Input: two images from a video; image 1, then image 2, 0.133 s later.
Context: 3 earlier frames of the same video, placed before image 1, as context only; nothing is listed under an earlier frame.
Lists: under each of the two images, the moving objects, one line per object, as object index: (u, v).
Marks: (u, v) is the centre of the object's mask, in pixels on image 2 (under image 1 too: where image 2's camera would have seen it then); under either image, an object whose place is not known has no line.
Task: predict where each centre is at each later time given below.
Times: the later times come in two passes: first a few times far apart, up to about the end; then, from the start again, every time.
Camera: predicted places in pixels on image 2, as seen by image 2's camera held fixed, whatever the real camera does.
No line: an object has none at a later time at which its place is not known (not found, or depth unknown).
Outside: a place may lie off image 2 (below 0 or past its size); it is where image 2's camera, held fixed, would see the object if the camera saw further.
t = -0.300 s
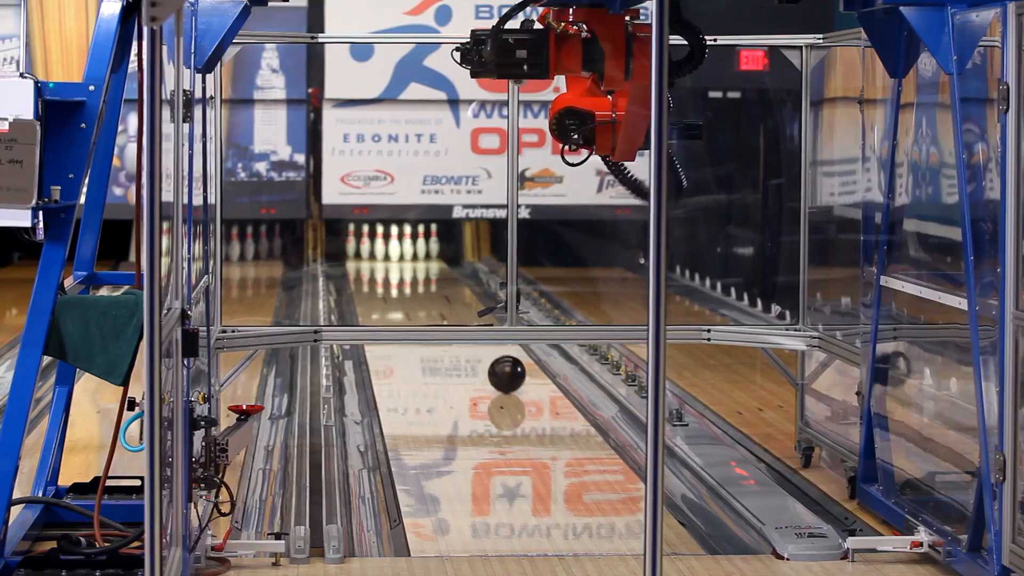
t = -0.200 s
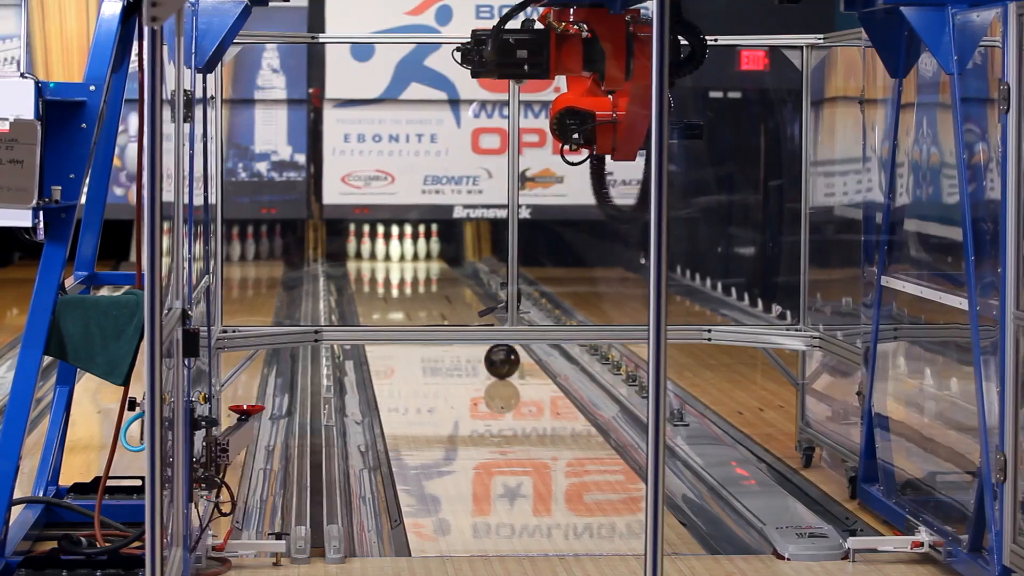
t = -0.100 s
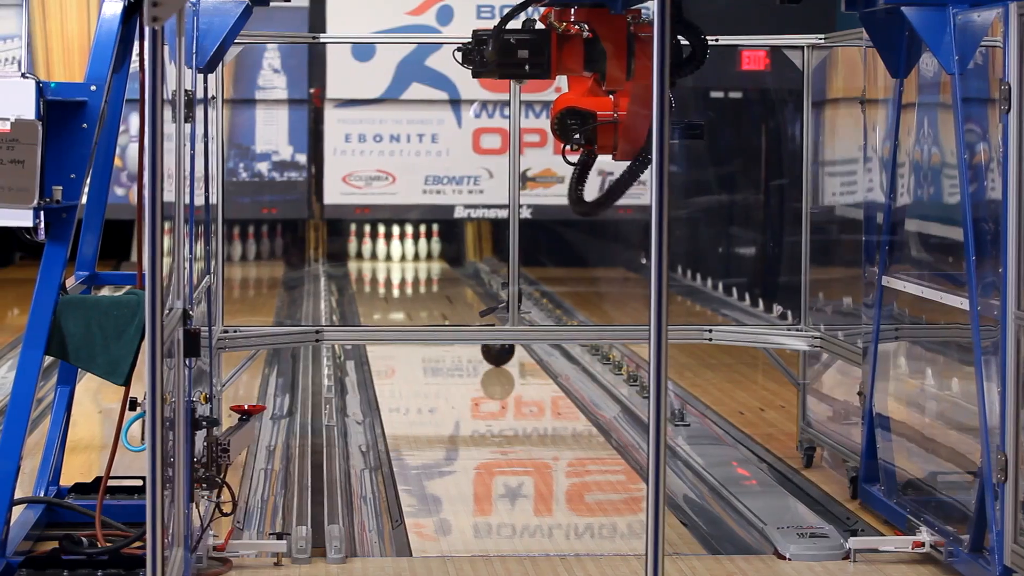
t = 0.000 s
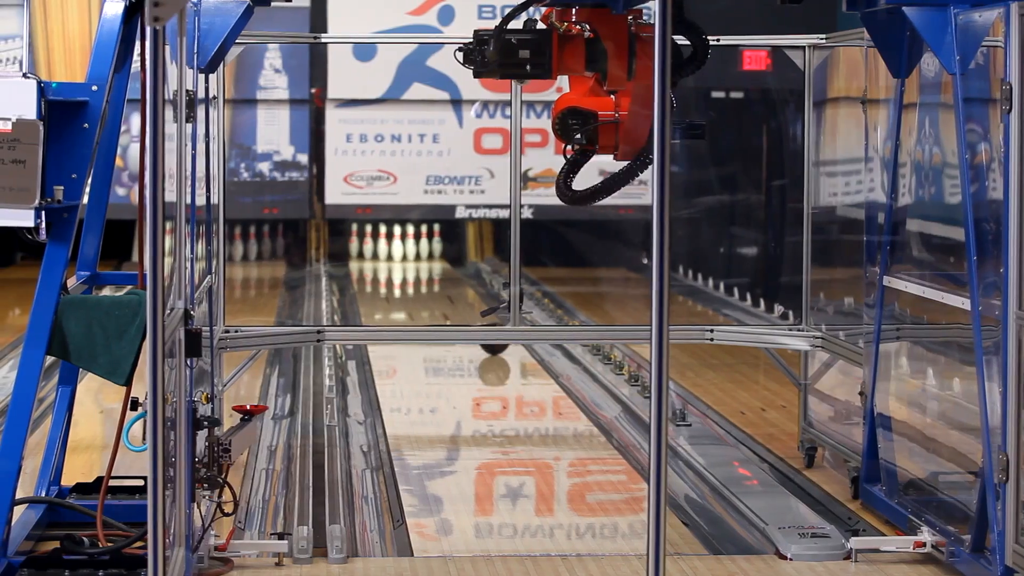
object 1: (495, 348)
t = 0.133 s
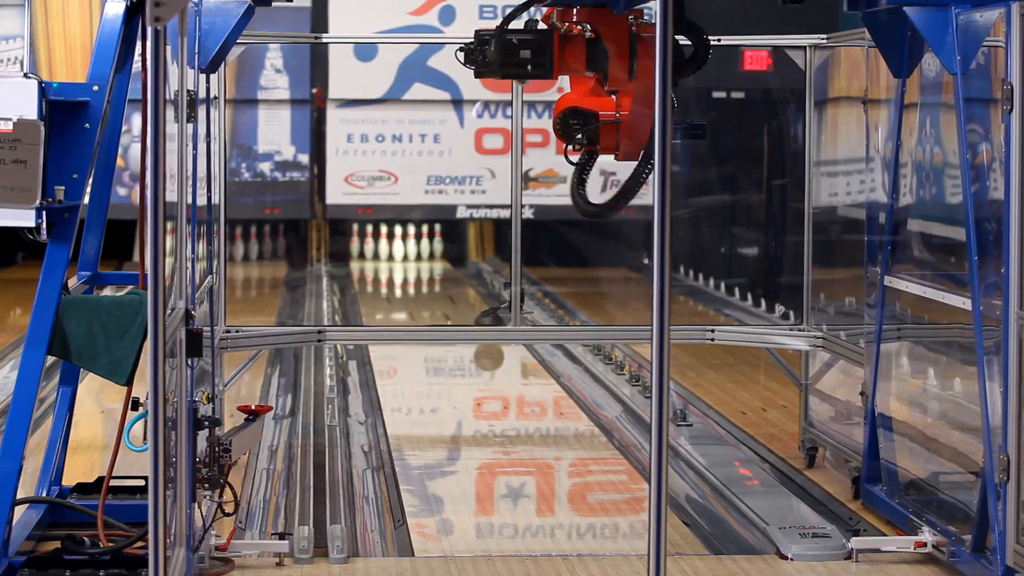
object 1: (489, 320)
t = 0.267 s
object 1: (483, 314)
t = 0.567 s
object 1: (470, 294)
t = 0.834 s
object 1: (457, 278)
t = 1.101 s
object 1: (438, 266)
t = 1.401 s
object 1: (413, 256)
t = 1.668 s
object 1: (401, 250)
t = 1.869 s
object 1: (394, 249)
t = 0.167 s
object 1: (487, 318)
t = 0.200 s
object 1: (485, 318)
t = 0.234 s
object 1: (484, 316)
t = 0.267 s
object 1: (483, 314)
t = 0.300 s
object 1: (482, 312)
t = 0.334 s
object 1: (480, 309)
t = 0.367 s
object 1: (478, 306)
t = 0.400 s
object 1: (477, 304)
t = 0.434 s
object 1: (476, 302)
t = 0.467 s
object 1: (474, 300)
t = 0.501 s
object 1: (473, 297)
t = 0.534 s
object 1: (472, 295)
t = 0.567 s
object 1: (470, 294)
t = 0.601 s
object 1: (468, 292)
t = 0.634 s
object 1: (467, 289)
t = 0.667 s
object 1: (465, 287)
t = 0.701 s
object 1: (464, 285)
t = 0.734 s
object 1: (462, 284)
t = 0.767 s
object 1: (461, 282)
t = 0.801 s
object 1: (459, 279)
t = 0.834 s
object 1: (457, 278)
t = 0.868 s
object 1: (455, 276)
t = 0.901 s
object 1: (454, 274)
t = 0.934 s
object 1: (452, 273)
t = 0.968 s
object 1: (449, 271)
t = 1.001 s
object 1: (447, 270)
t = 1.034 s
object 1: (444, 269)
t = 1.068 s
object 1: (441, 268)
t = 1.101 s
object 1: (438, 266)
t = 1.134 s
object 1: (436, 265)
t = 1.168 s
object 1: (433, 264)
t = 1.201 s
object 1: (430, 263)
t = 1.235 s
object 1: (427, 261)
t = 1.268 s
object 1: (424, 260)
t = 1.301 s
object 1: (422, 259)
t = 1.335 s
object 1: (419, 258)
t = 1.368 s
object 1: (416, 257)
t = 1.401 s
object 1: (413, 256)
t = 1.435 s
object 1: (410, 255)
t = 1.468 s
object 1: (408, 254)
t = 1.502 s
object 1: (405, 253)
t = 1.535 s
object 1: (404, 252)
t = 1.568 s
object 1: (404, 251)
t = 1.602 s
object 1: (403, 251)
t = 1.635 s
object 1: (401, 250)
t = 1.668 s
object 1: (401, 250)
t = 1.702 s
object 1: (399, 251)
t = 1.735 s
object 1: (395, 250)
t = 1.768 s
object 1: (393, 250)
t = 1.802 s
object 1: (393, 249)
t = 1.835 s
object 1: (393, 249)
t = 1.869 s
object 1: (394, 249)
